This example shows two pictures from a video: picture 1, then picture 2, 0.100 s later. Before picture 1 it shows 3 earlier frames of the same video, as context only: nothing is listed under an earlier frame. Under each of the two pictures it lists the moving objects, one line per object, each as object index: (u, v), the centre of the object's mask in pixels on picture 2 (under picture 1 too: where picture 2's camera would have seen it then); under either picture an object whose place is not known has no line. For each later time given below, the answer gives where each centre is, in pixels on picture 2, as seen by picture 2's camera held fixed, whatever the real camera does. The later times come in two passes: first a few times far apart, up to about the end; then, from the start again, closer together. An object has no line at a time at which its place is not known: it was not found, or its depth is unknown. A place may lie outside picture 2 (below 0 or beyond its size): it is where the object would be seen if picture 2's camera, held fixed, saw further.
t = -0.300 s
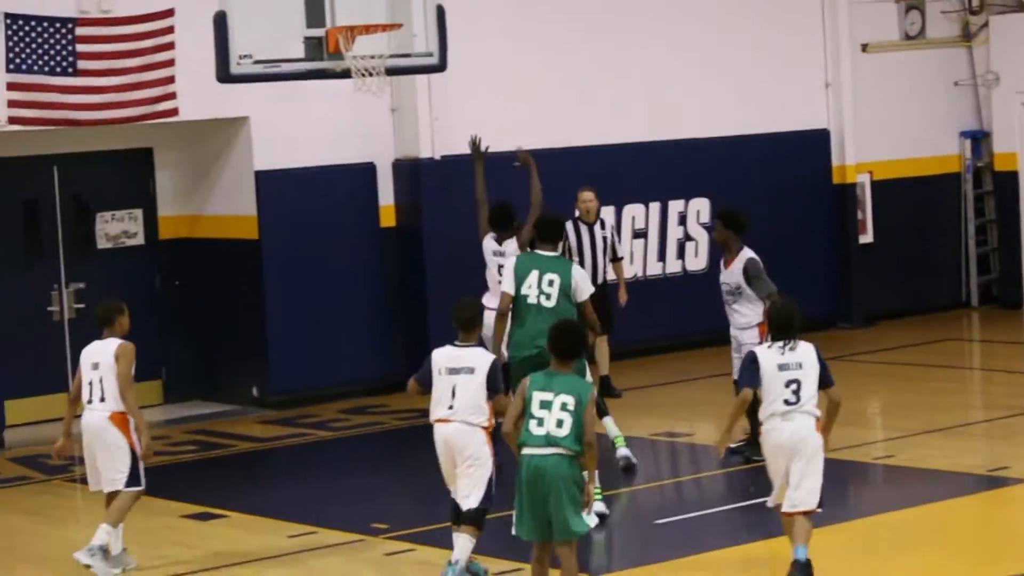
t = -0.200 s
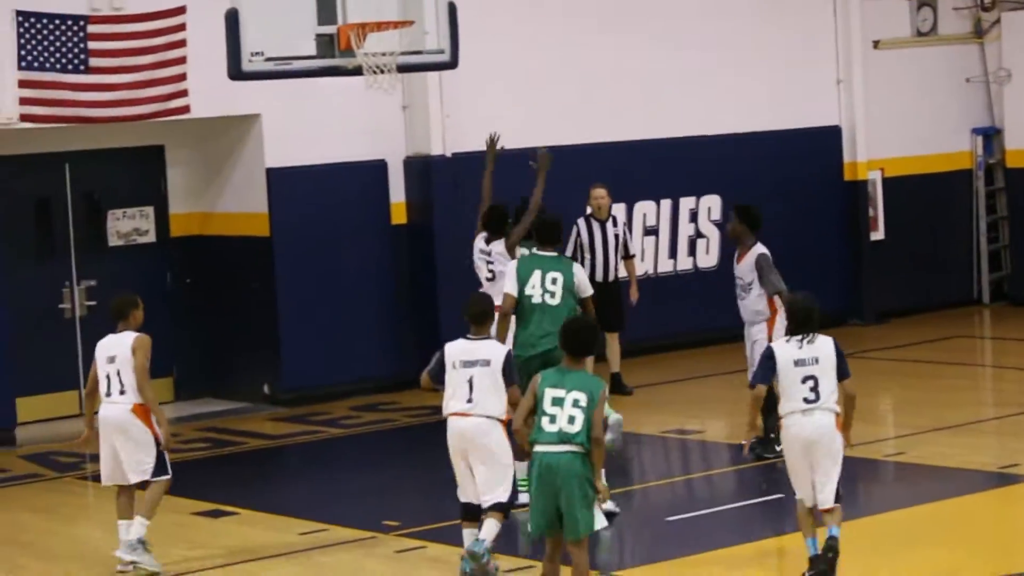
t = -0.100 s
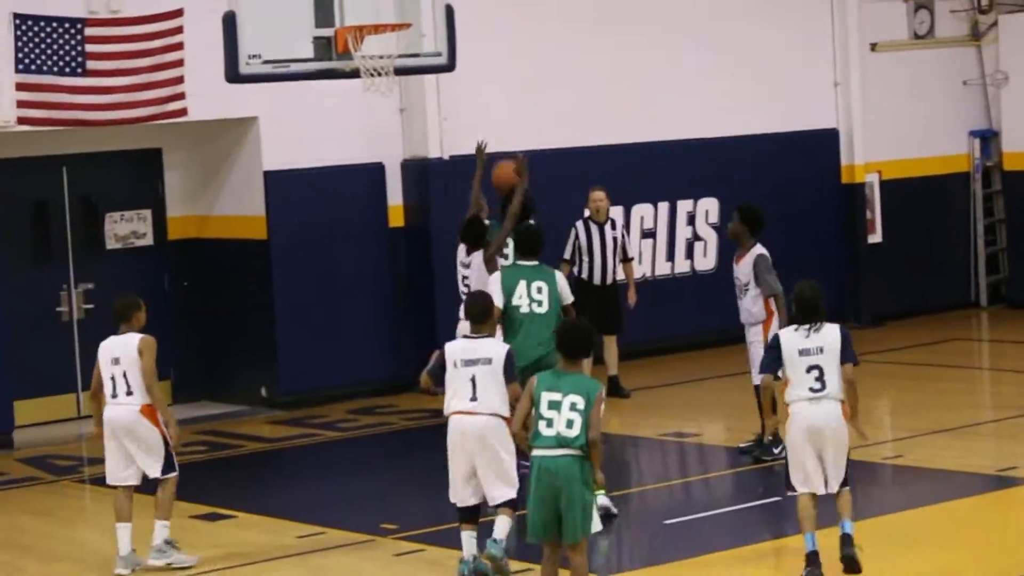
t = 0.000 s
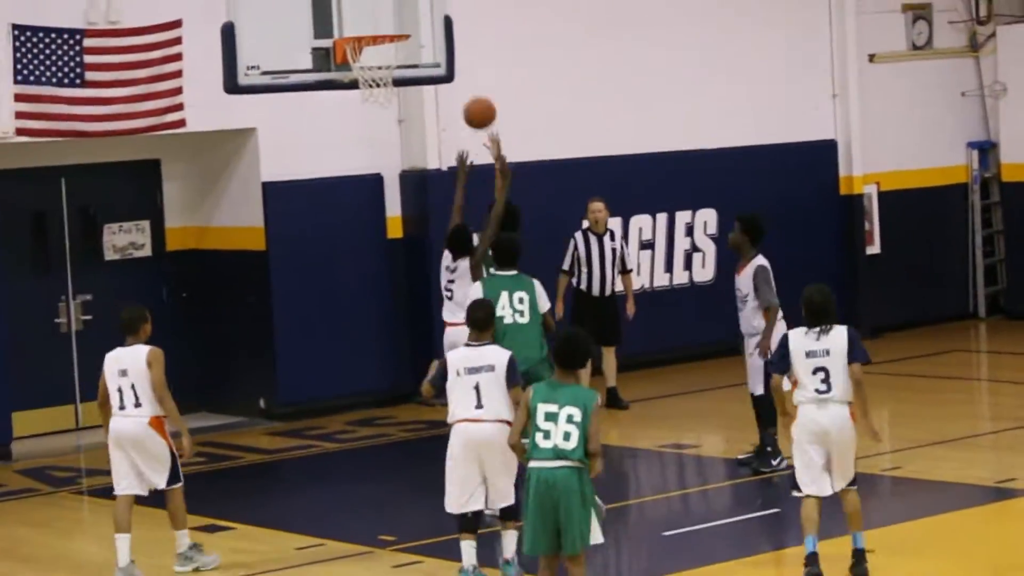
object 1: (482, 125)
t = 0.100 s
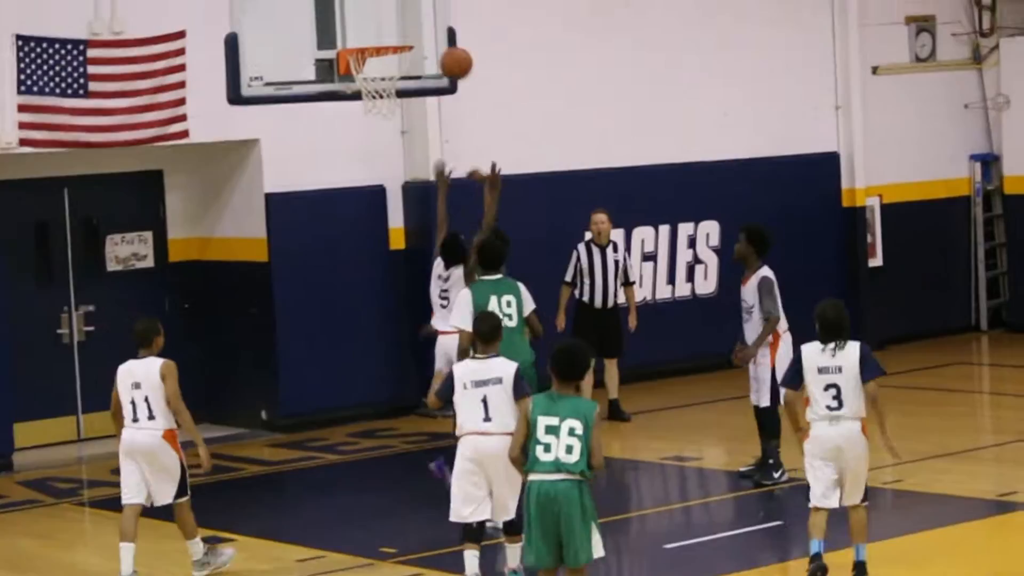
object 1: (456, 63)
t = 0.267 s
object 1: (420, -1)
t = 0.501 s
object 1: (407, -7)
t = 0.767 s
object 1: (375, 37)
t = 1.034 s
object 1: (402, 79)
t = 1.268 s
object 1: (401, 96)
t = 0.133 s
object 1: (445, 47)
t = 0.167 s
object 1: (438, 32)
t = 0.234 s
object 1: (422, 4)
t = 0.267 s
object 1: (420, -1)
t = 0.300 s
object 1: (418, -4)
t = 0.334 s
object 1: (416, -9)
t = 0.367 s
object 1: (414, -10)
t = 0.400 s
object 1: (412, -11)
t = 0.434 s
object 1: (410, -11)
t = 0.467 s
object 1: (410, -12)
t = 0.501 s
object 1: (407, -7)
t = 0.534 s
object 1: (406, -1)
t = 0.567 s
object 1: (405, 6)
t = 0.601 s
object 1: (404, 14)
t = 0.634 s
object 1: (402, 25)
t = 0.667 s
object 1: (400, 33)
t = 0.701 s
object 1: (392, 34)
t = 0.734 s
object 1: (384, 35)
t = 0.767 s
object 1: (375, 37)
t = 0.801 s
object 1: (368, 40)
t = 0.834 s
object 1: (364, 48)
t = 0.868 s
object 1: (371, 54)
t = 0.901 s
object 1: (375, 59)
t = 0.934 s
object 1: (383, 65)
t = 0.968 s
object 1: (390, 70)
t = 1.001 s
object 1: (397, 77)
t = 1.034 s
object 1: (402, 79)
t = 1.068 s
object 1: (404, 81)
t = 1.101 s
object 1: (405, 81)
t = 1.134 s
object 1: (404, 82)
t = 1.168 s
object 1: (404, 83)
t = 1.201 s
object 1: (403, 87)
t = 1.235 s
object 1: (401, 92)
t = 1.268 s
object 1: (401, 96)
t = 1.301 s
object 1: (399, 108)
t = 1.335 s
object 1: (398, 117)
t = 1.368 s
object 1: (397, 129)
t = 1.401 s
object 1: (396, 142)
